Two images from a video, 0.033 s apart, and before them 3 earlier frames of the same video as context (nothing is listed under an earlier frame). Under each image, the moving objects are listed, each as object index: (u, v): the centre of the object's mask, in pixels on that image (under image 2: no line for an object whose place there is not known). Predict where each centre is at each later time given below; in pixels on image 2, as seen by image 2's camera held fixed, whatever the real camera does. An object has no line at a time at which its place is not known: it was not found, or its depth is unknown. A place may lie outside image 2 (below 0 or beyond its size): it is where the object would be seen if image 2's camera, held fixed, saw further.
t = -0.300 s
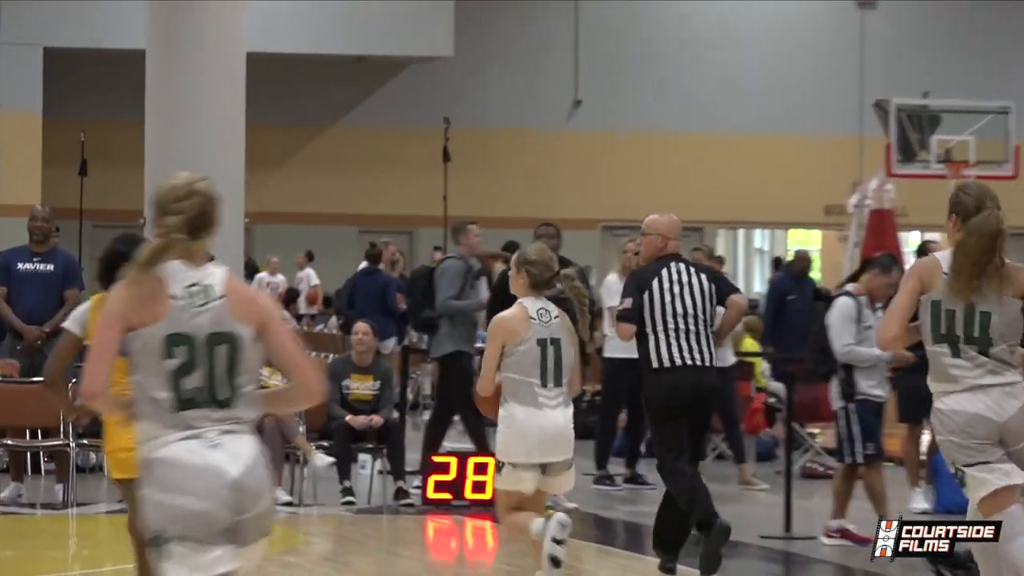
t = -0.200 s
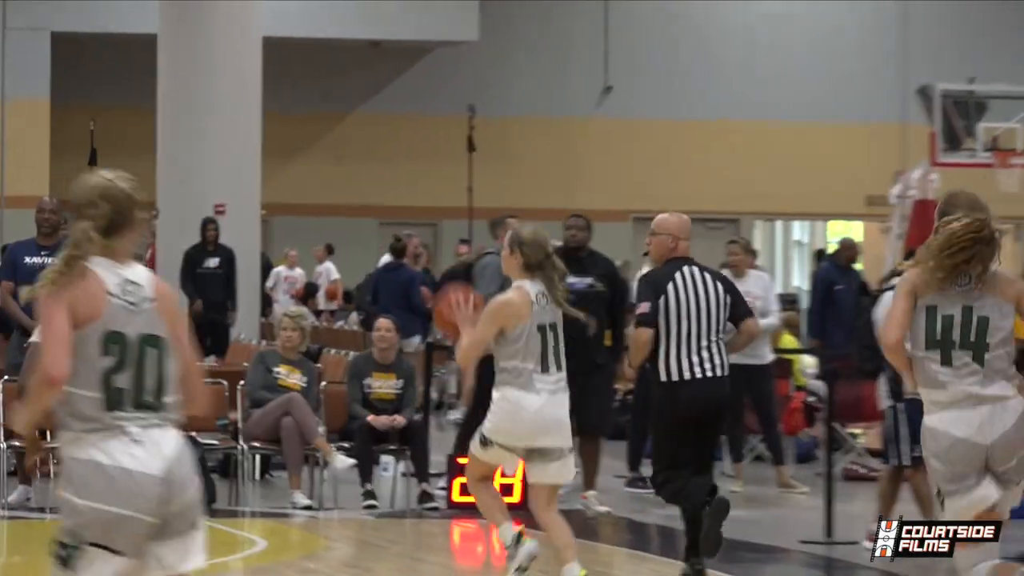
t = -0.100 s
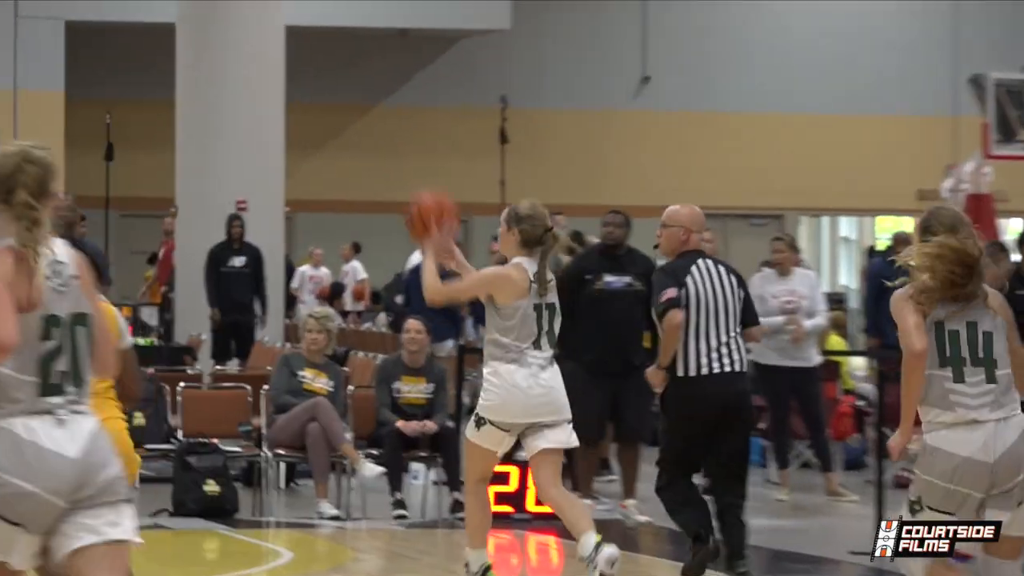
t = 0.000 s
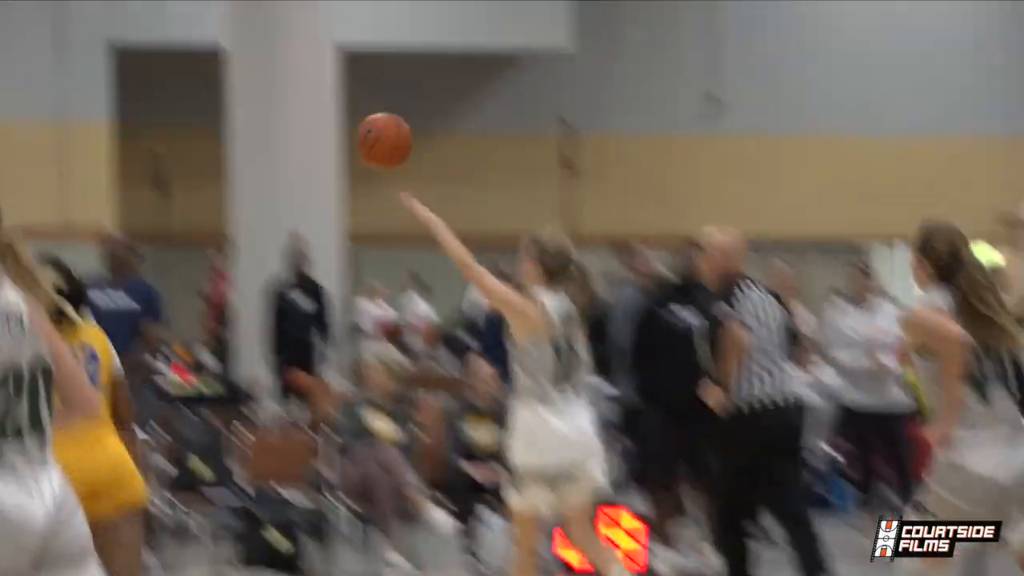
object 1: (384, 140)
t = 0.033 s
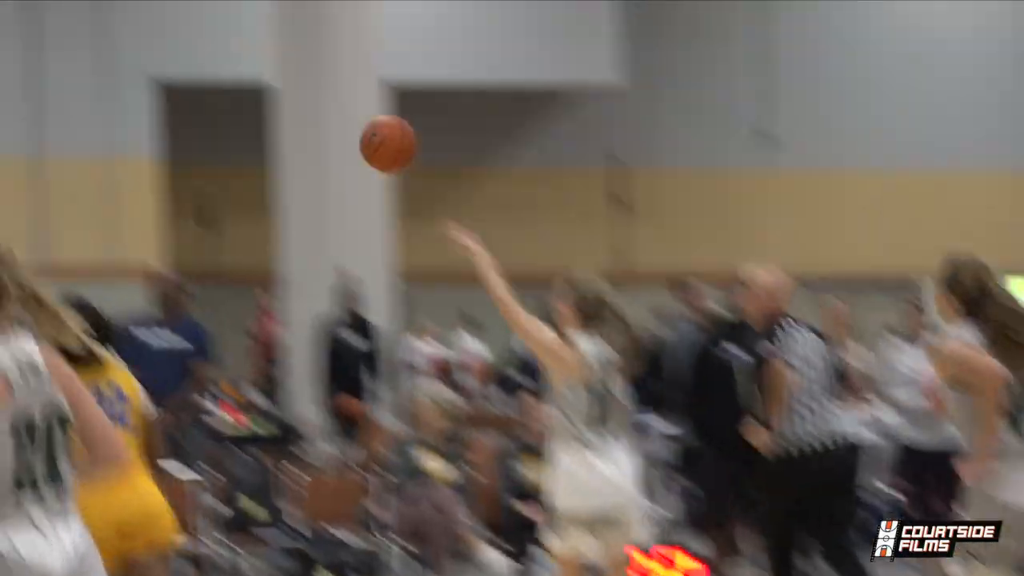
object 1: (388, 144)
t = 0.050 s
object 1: (367, 129)
